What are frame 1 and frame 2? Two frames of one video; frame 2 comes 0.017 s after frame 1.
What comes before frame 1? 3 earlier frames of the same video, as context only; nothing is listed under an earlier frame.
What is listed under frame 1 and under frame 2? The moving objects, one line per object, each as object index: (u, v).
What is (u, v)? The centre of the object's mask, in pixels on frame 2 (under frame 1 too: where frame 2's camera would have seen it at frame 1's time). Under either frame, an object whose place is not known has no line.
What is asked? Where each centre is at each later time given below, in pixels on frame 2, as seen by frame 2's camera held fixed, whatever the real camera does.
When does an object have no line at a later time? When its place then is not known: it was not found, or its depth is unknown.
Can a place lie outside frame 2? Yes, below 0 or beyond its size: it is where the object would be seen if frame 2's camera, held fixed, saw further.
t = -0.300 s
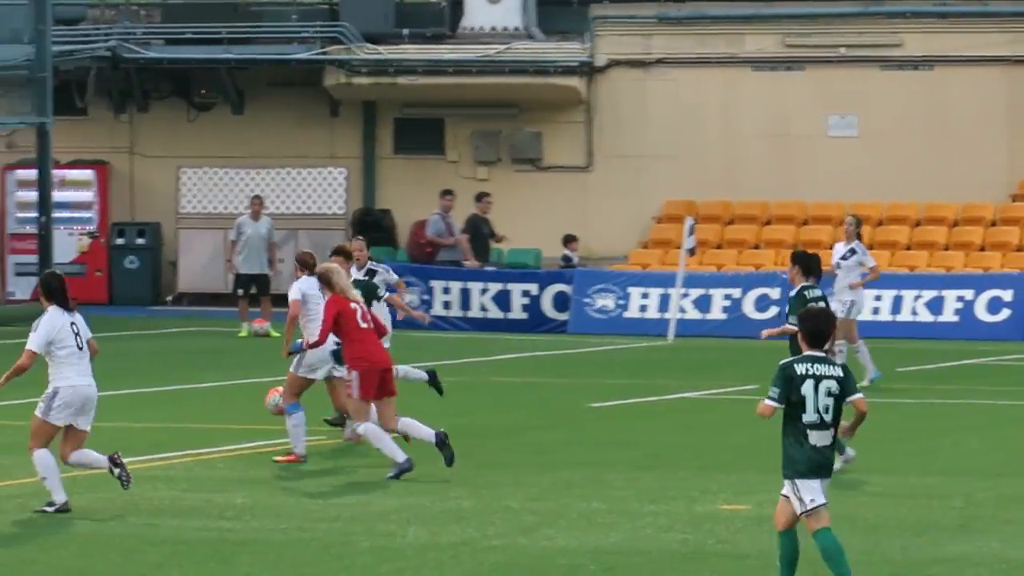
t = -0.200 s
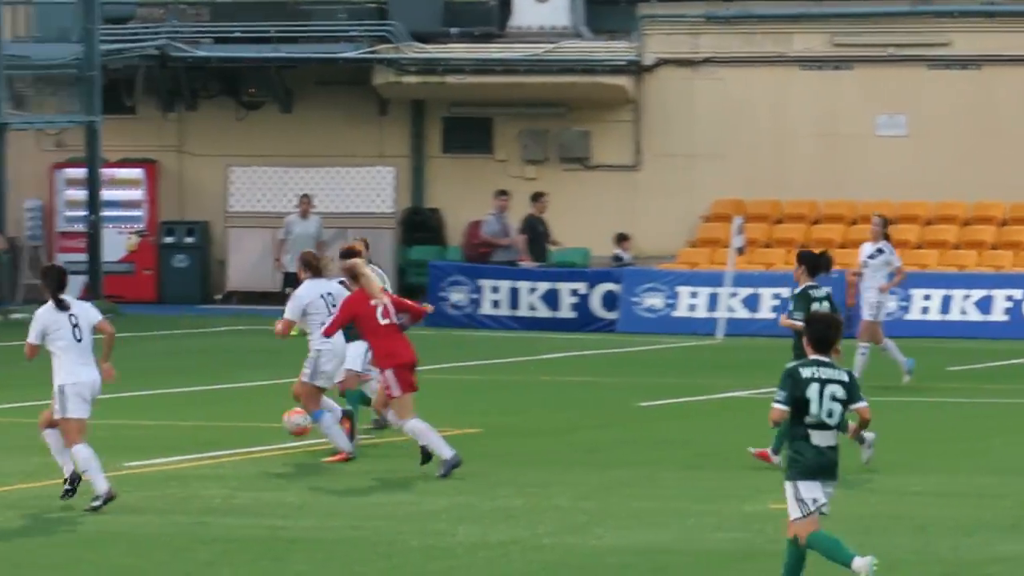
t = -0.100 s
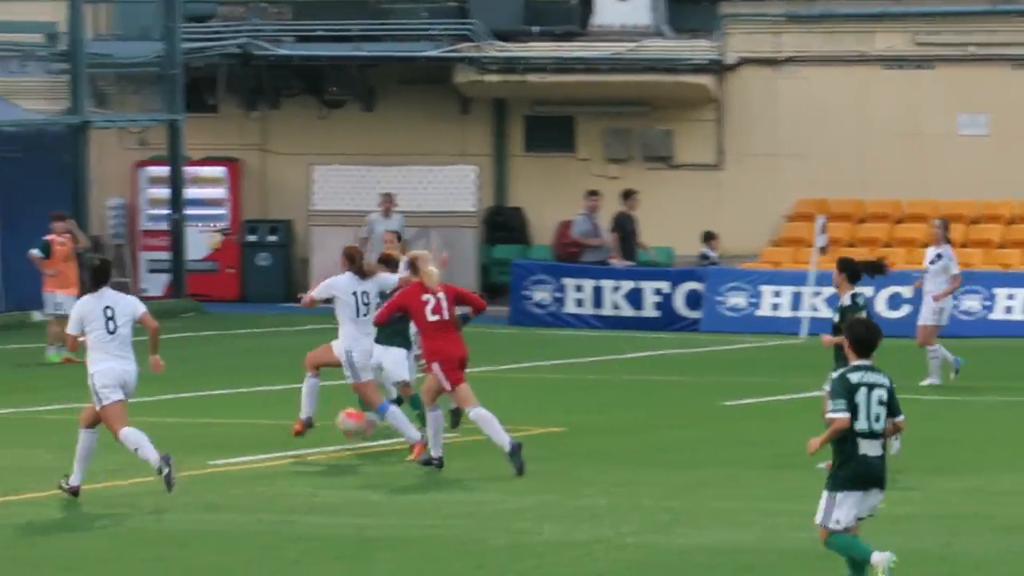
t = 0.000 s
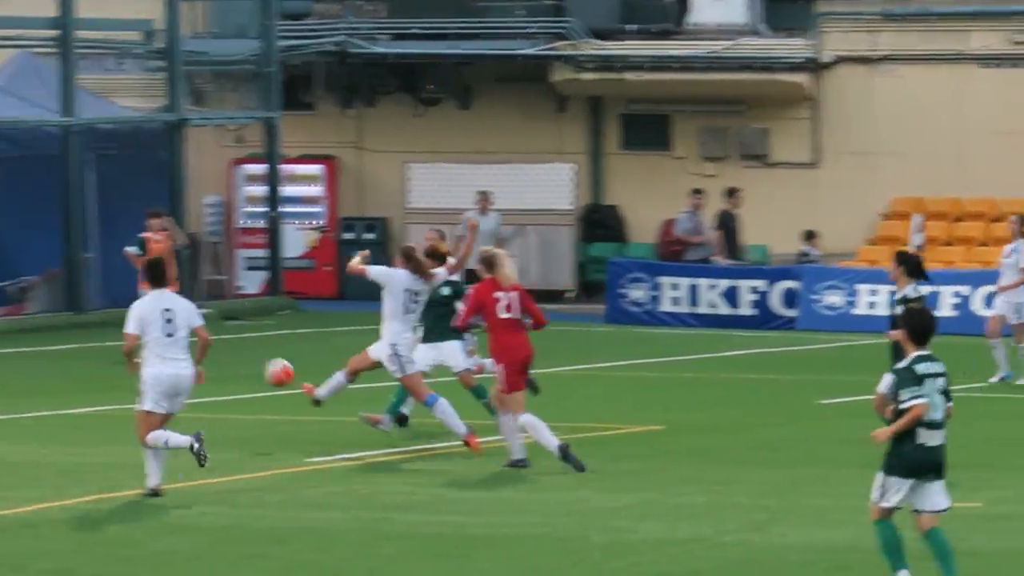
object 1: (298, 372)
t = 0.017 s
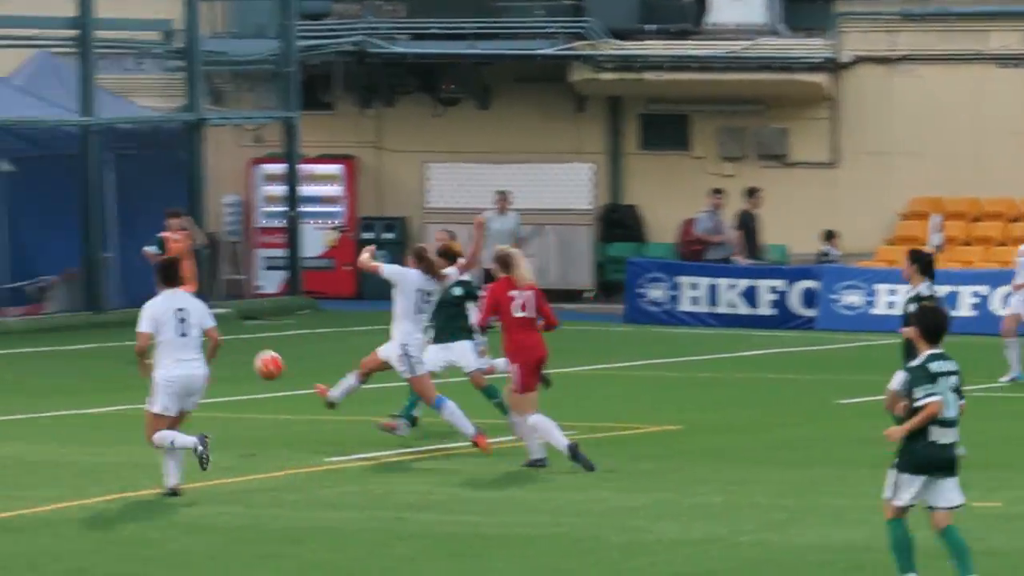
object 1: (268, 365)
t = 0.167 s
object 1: (-5, 311)
